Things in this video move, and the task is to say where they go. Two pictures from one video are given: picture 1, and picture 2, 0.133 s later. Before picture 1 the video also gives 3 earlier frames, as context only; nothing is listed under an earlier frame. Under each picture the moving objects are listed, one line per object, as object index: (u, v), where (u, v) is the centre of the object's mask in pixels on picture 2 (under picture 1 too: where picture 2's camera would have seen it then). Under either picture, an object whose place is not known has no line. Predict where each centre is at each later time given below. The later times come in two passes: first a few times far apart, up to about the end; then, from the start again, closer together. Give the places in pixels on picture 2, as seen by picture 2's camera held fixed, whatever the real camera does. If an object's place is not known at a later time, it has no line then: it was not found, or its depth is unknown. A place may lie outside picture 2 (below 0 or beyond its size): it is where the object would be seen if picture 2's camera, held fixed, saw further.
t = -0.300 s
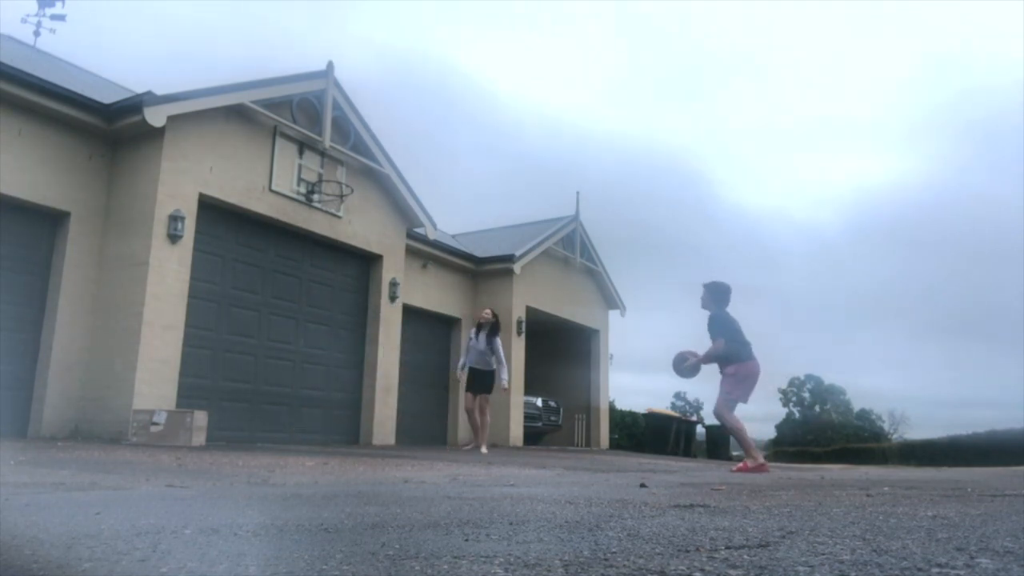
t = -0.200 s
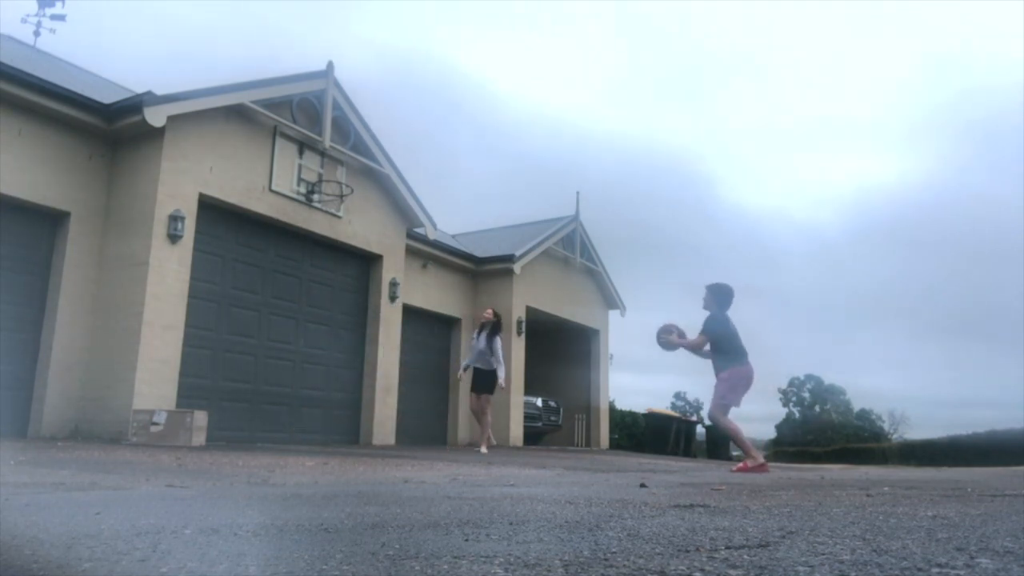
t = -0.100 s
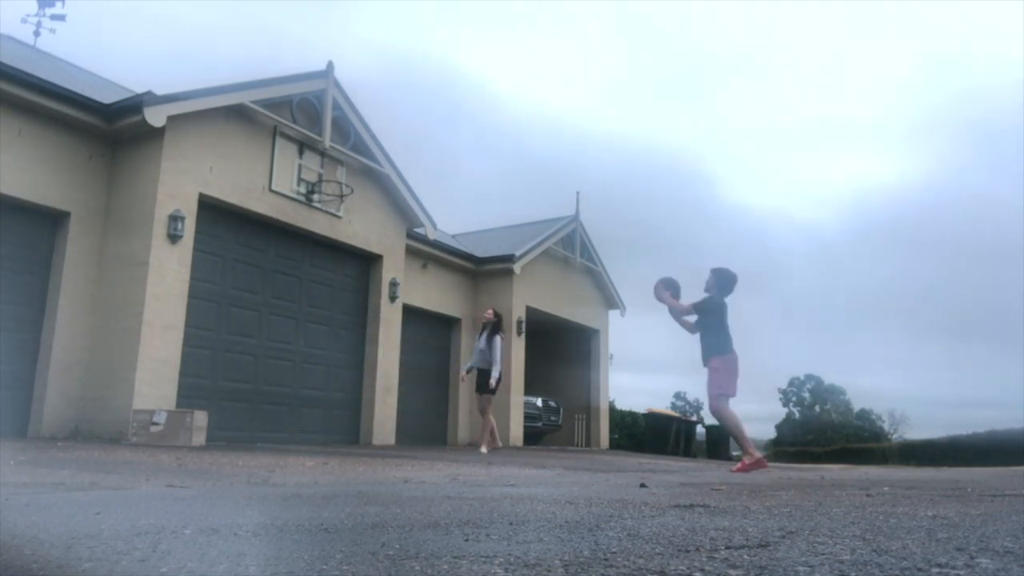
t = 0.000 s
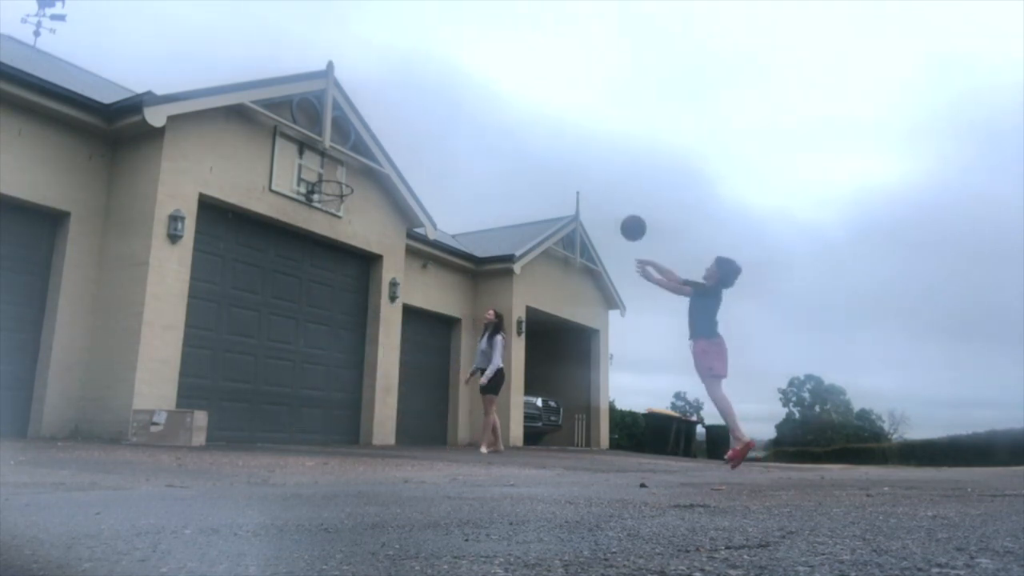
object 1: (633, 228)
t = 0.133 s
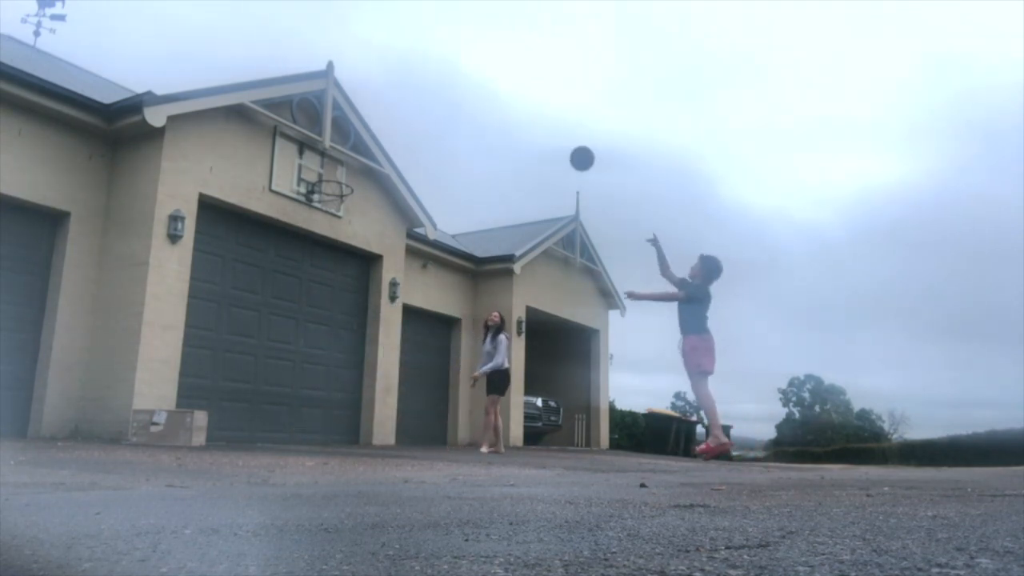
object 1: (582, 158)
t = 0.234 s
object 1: (547, 122)
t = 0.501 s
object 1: (468, 76)
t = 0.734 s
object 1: (407, 86)
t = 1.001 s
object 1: (342, 143)
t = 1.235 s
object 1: (315, 162)
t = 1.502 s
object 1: (331, 165)
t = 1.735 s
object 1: (336, 163)
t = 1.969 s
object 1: (337, 180)
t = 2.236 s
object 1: (334, 253)
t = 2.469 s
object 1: (325, 368)
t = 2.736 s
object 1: (332, 353)
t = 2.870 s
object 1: (340, 302)
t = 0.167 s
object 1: (570, 145)
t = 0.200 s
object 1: (558, 133)
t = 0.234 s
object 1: (547, 122)
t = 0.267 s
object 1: (537, 112)
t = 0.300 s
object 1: (526, 104)
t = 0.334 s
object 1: (516, 97)
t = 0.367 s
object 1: (506, 91)
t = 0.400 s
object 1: (496, 86)
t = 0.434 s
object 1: (487, 82)
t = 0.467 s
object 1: (477, 79)
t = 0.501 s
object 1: (468, 76)
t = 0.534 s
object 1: (459, 75)
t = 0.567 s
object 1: (450, 75)
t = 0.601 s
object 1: (441, 75)
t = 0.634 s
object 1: (432, 77)
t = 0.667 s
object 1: (424, 79)
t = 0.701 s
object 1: (415, 82)
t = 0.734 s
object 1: (407, 86)
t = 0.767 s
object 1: (398, 90)
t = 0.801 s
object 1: (390, 96)
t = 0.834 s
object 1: (382, 102)
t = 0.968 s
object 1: (351, 132)
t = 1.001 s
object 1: (342, 143)
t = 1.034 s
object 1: (333, 154)
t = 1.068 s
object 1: (326, 163)
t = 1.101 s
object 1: (318, 176)
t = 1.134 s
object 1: (315, 177)
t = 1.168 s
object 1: (311, 172)
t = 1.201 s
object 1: (312, 166)
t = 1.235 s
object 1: (315, 162)
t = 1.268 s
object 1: (318, 159)
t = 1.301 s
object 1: (320, 156)
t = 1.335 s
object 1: (322, 156)
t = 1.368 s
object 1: (324, 156)
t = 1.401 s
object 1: (326, 157)
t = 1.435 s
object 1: (328, 159)
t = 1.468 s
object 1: (330, 160)
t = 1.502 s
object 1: (331, 165)
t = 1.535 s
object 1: (334, 169)
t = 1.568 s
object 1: (335, 173)
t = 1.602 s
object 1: (335, 172)
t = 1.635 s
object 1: (335, 168)
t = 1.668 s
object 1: (335, 166)
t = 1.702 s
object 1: (336, 164)
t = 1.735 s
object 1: (336, 163)
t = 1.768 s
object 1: (336, 163)
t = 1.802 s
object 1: (336, 164)
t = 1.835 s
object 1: (336, 166)
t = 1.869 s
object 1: (337, 168)
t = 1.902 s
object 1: (337, 171)
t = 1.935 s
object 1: (337, 175)
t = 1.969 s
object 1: (337, 180)
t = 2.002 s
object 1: (337, 187)
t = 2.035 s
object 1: (337, 193)
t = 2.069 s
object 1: (336, 201)
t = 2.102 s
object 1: (336, 209)
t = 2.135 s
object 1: (335, 219)
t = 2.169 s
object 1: (334, 229)
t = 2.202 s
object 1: (336, 237)
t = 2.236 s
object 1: (334, 253)
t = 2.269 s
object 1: (332, 266)
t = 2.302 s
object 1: (332, 280)
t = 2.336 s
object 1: (331, 296)
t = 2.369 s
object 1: (330, 312)
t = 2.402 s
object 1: (329, 329)
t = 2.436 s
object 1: (327, 348)
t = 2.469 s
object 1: (325, 368)
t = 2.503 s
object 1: (324, 387)
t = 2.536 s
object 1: (322, 409)
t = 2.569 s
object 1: (320, 432)
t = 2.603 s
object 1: (321, 423)
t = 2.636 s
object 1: (324, 404)
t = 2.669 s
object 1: (327, 386)
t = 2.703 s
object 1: (329, 369)
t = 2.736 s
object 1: (332, 353)
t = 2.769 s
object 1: (334, 339)
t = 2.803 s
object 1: (336, 326)
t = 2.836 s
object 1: (338, 314)
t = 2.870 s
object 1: (340, 302)
